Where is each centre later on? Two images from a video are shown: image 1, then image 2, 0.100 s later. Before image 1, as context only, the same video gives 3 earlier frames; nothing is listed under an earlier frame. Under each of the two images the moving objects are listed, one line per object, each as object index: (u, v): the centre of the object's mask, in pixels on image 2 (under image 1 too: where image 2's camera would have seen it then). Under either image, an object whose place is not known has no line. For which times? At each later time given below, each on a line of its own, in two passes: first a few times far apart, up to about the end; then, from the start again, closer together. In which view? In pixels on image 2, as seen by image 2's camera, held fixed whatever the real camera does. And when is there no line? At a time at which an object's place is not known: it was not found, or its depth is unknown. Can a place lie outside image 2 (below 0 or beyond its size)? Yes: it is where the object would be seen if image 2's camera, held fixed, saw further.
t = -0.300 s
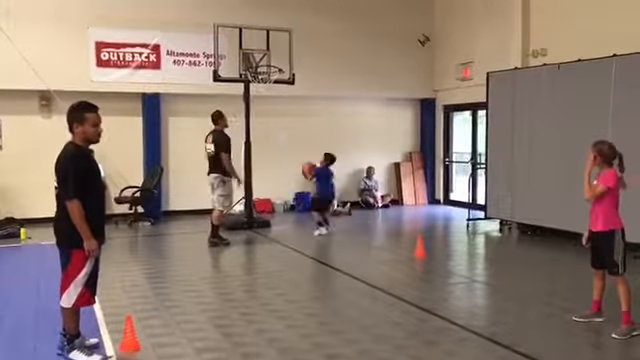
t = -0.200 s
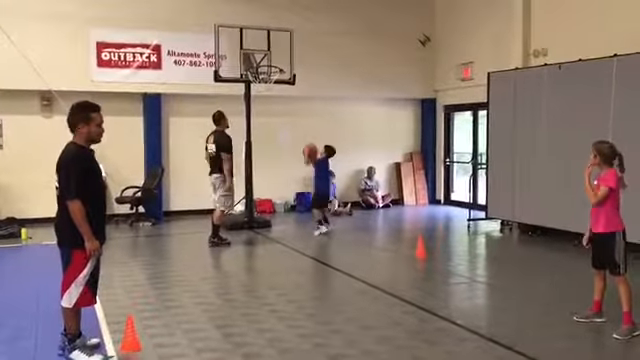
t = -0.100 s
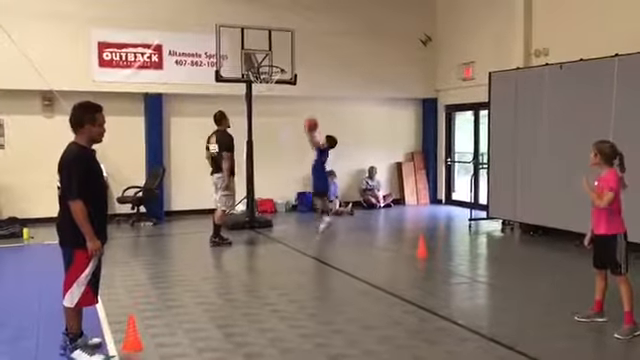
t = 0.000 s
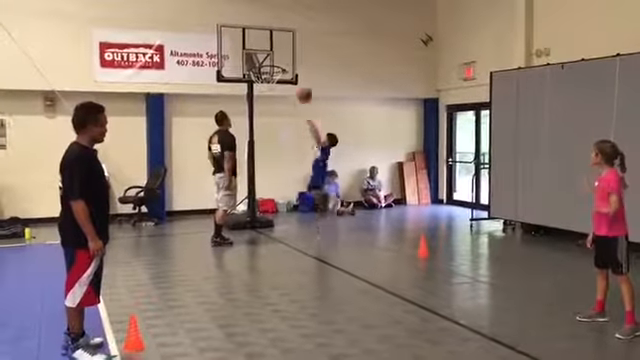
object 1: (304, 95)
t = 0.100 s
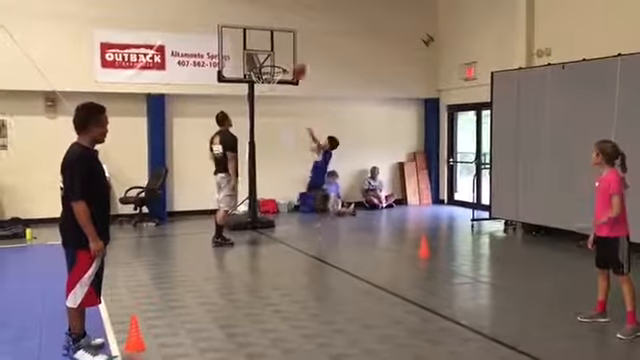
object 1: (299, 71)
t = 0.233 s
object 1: (288, 46)
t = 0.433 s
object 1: (284, 41)
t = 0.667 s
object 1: (279, 62)
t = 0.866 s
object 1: (277, 63)
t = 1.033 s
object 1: (276, 67)
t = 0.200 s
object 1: (292, 54)
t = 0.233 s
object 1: (288, 46)
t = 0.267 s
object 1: (286, 43)
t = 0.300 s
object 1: (285, 41)
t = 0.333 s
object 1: (284, 40)
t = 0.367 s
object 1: (284, 40)
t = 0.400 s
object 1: (284, 40)
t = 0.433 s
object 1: (284, 41)
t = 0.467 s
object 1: (283, 43)
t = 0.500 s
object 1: (282, 44)
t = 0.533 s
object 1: (282, 50)
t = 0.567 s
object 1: (282, 53)
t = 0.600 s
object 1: (281, 58)
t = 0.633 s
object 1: (280, 62)
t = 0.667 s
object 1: (279, 62)
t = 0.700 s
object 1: (279, 62)
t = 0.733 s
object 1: (279, 62)
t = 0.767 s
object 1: (280, 62)
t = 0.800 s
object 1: (279, 62)
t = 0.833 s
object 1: (278, 62)
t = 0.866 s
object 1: (277, 63)
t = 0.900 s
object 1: (277, 63)
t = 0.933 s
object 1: (276, 63)
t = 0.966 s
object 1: (276, 63)
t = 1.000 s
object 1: (276, 66)
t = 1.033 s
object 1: (276, 67)
